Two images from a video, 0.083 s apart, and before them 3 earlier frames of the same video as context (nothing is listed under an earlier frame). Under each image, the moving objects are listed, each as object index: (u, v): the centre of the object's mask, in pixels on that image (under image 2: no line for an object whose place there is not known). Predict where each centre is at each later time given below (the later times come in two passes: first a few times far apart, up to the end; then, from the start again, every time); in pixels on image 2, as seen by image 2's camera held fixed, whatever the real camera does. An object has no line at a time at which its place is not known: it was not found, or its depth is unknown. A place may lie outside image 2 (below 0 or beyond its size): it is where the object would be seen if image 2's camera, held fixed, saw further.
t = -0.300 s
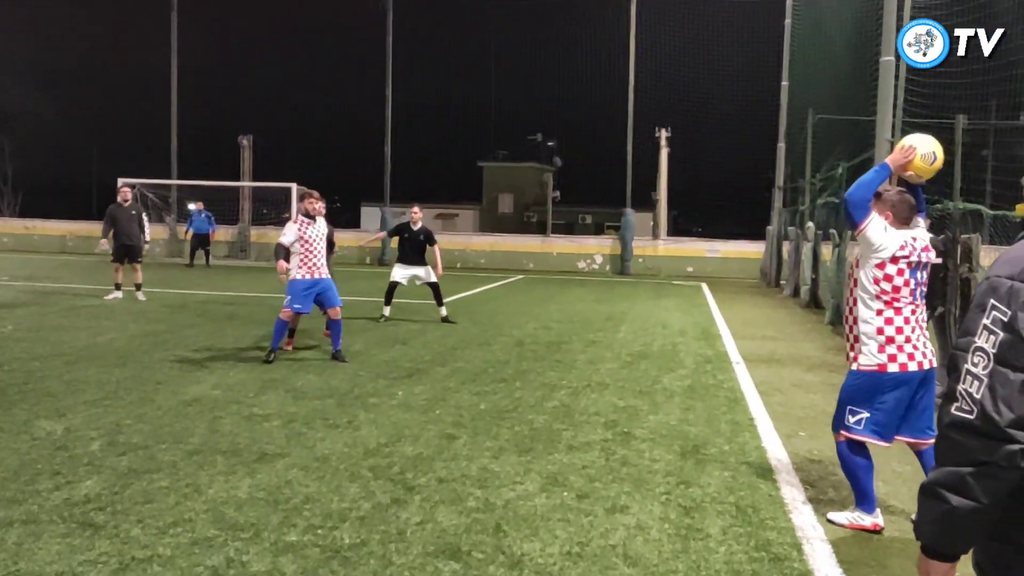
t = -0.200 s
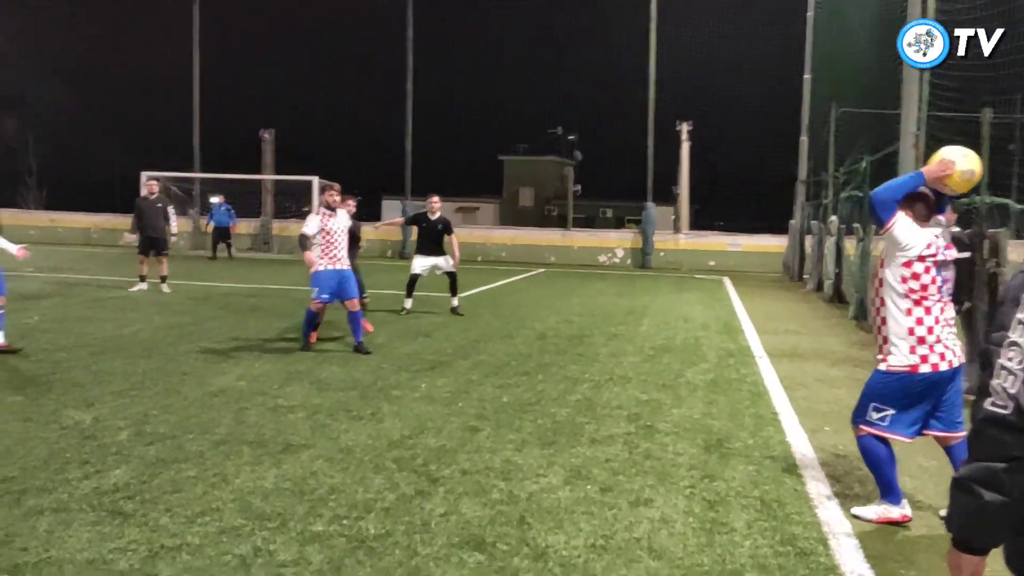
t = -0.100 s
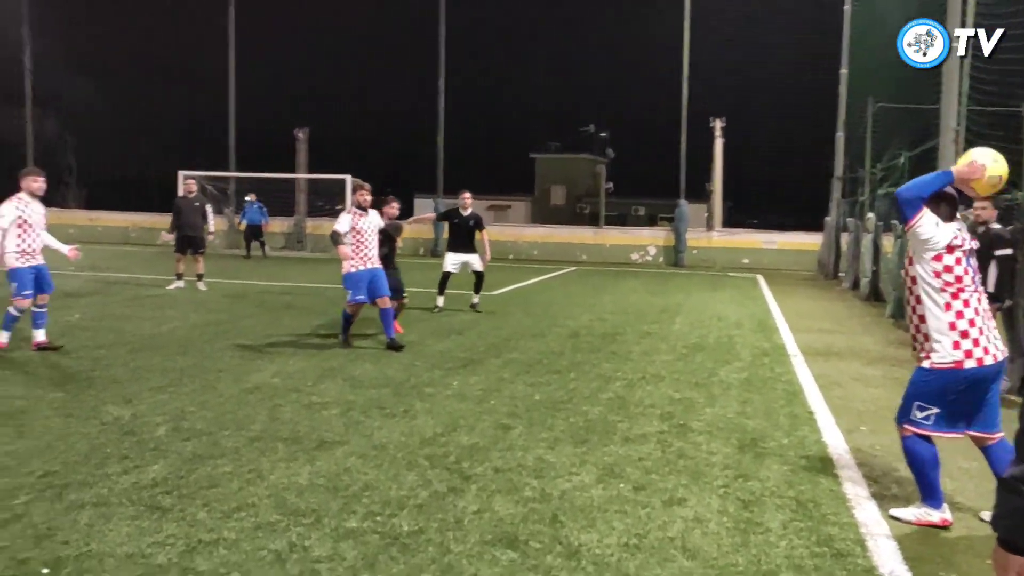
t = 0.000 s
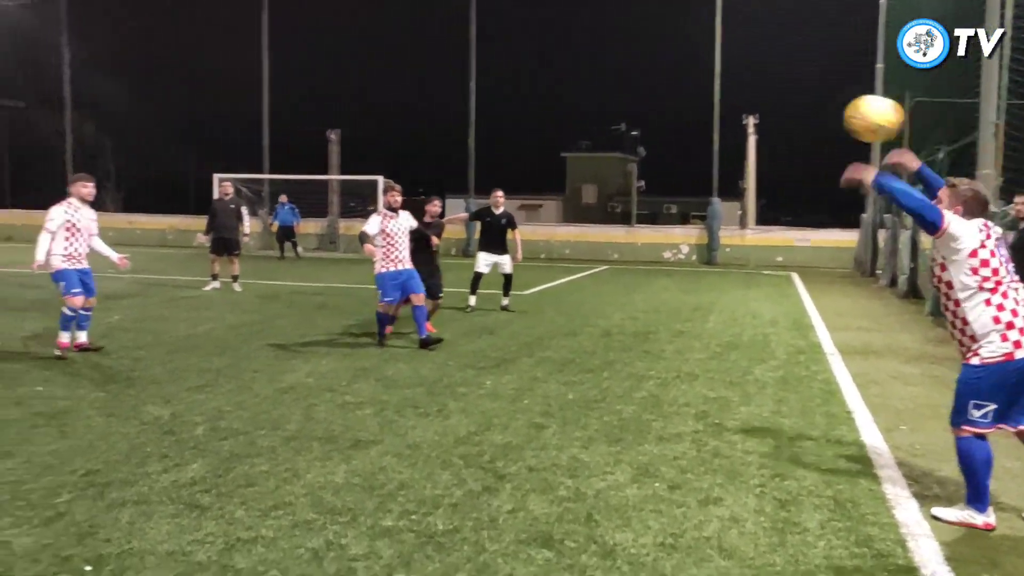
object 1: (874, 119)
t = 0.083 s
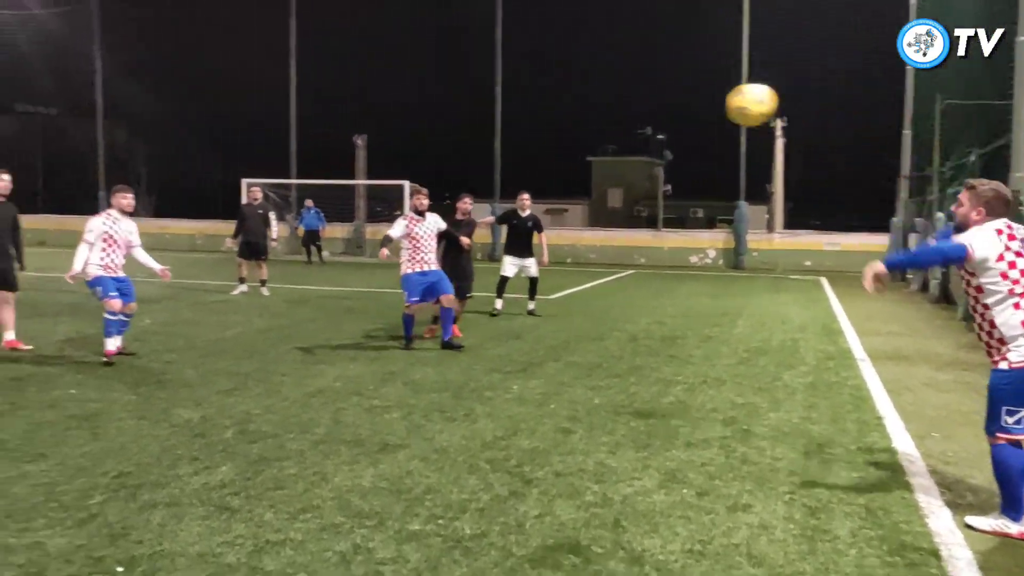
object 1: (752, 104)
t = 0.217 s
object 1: (559, 108)
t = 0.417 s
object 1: (347, 158)
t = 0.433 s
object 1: (332, 164)
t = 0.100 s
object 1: (725, 103)
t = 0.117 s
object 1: (699, 102)
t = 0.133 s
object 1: (673, 102)
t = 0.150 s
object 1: (649, 102)
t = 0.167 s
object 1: (625, 103)
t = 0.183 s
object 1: (603, 105)
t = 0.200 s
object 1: (580, 106)
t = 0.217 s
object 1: (559, 108)
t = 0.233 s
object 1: (538, 110)
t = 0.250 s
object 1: (518, 113)
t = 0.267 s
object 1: (499, 116)
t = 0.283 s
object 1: (480, 120)
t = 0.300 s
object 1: (461, 123)
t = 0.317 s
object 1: (444, 127)
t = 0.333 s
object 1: (426, 132)
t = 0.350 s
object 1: (410, 136)
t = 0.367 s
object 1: (393, 142)
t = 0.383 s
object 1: (378, 147)
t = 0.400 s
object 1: (362, 152)
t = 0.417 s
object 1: (347, 158)
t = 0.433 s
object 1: (332, 164)
